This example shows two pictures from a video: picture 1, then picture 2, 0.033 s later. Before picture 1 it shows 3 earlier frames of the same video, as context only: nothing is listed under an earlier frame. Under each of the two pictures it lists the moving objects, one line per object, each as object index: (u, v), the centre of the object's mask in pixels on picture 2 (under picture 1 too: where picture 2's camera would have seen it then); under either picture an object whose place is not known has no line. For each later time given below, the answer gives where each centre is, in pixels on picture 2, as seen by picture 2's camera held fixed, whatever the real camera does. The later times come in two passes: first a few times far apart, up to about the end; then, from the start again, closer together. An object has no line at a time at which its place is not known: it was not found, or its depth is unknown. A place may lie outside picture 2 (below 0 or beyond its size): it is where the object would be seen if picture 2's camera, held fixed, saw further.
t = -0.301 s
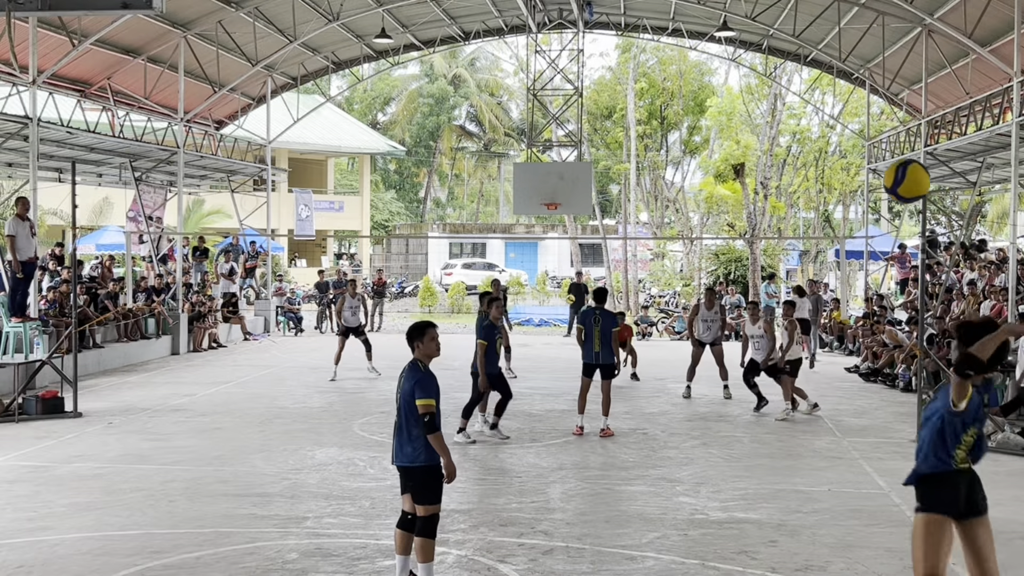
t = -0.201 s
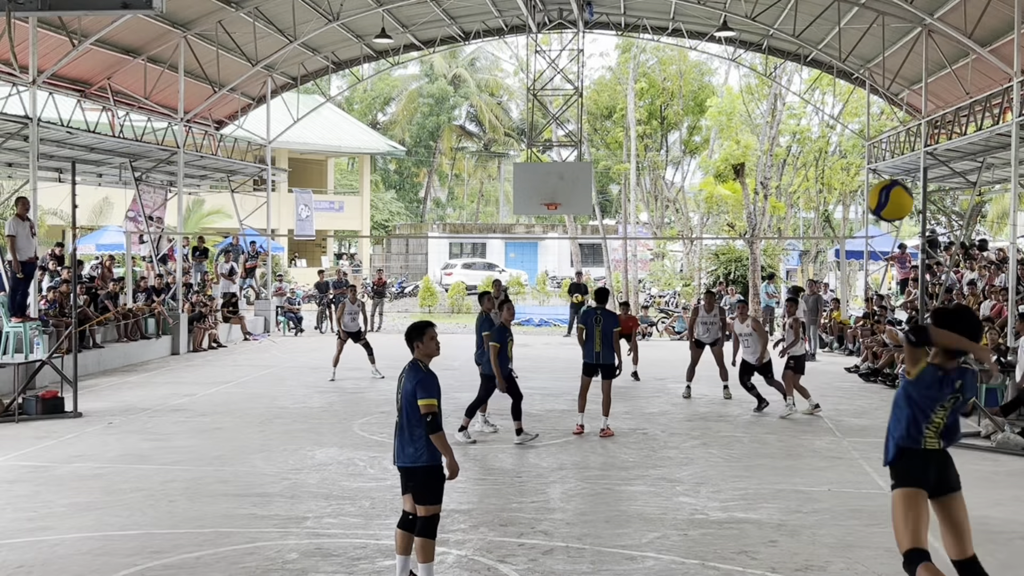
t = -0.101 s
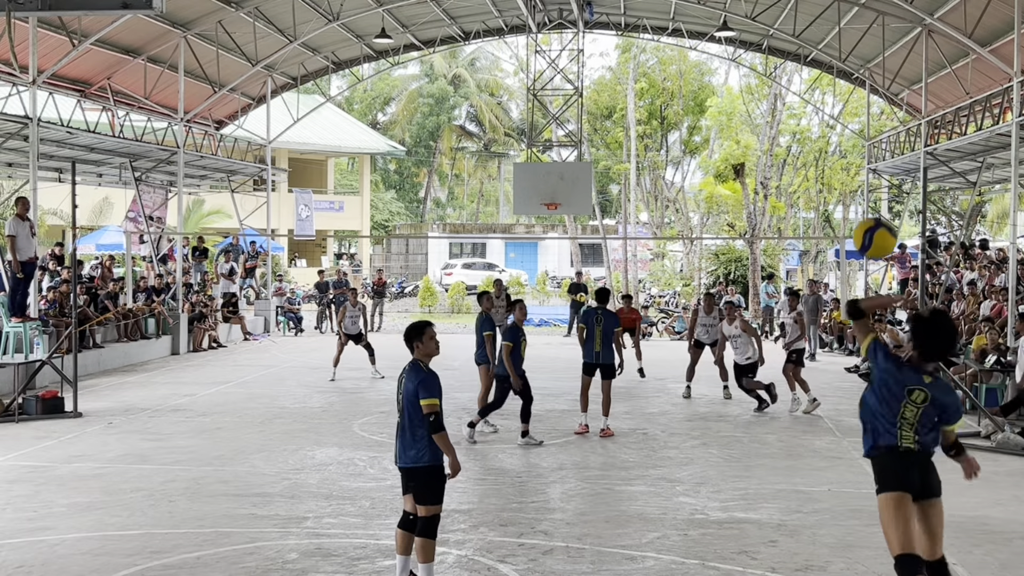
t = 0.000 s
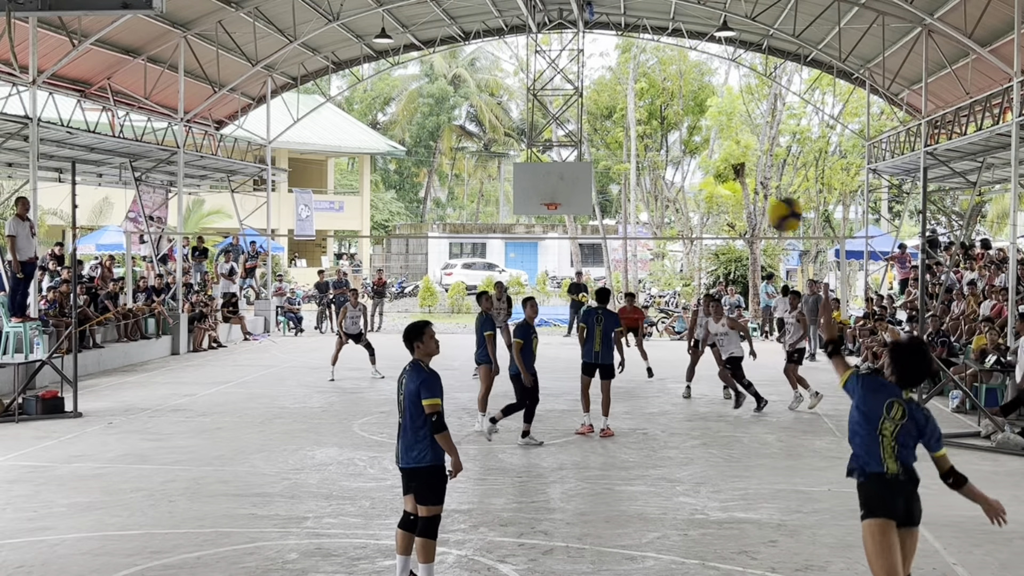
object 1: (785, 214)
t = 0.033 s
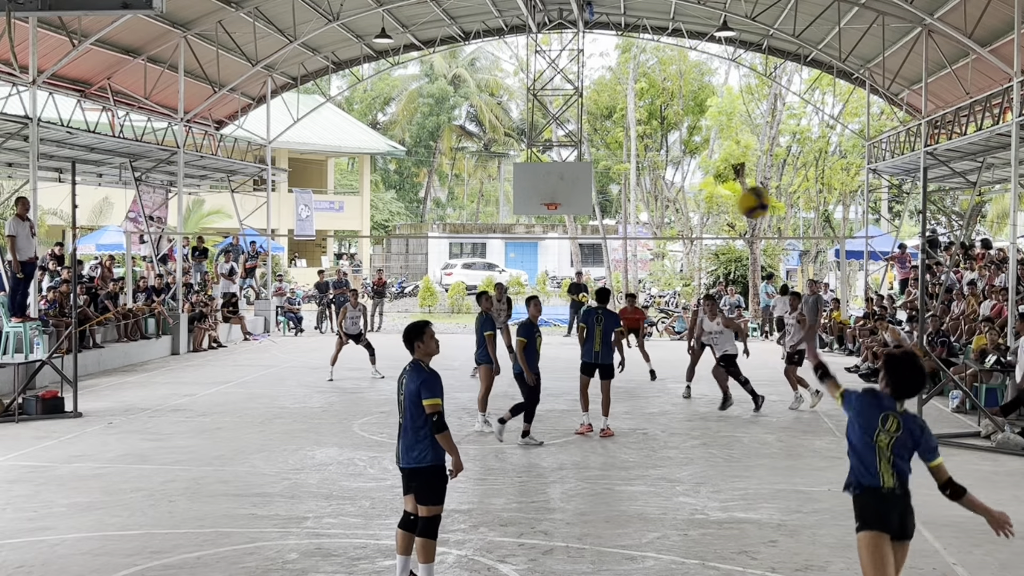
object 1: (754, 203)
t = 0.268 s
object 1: (607, 181)
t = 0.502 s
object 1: (530, 209)
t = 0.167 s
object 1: (658, 181)
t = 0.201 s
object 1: (640, 179)
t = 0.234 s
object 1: (622, 179)
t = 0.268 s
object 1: (607, 181)
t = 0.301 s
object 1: (593, 183)
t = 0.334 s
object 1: (580, 186)
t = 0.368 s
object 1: (568, 190)
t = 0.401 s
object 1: (557, 194)
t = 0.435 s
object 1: (548, 199)
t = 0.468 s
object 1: (538, 203)
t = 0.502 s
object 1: (530, 209)
